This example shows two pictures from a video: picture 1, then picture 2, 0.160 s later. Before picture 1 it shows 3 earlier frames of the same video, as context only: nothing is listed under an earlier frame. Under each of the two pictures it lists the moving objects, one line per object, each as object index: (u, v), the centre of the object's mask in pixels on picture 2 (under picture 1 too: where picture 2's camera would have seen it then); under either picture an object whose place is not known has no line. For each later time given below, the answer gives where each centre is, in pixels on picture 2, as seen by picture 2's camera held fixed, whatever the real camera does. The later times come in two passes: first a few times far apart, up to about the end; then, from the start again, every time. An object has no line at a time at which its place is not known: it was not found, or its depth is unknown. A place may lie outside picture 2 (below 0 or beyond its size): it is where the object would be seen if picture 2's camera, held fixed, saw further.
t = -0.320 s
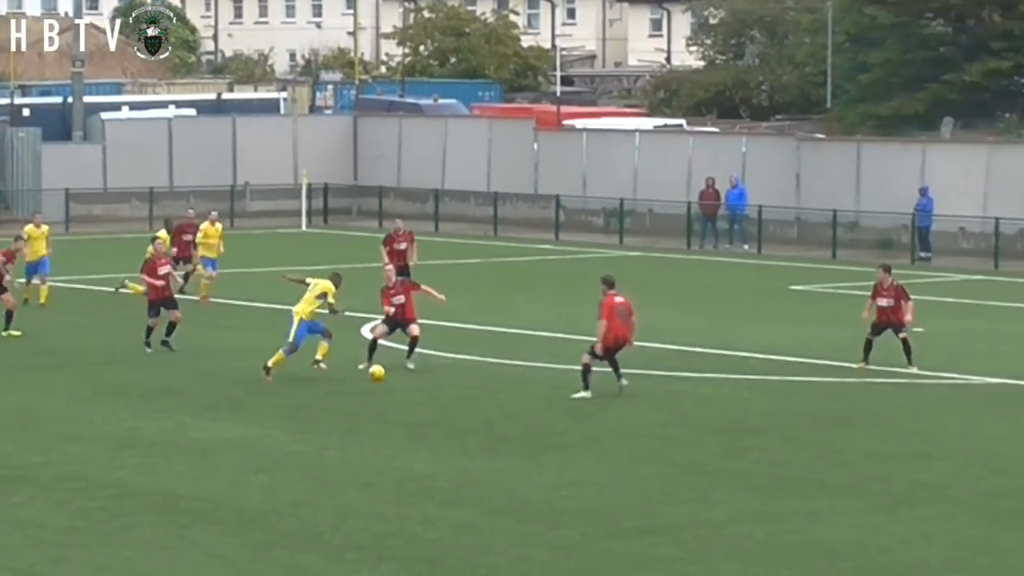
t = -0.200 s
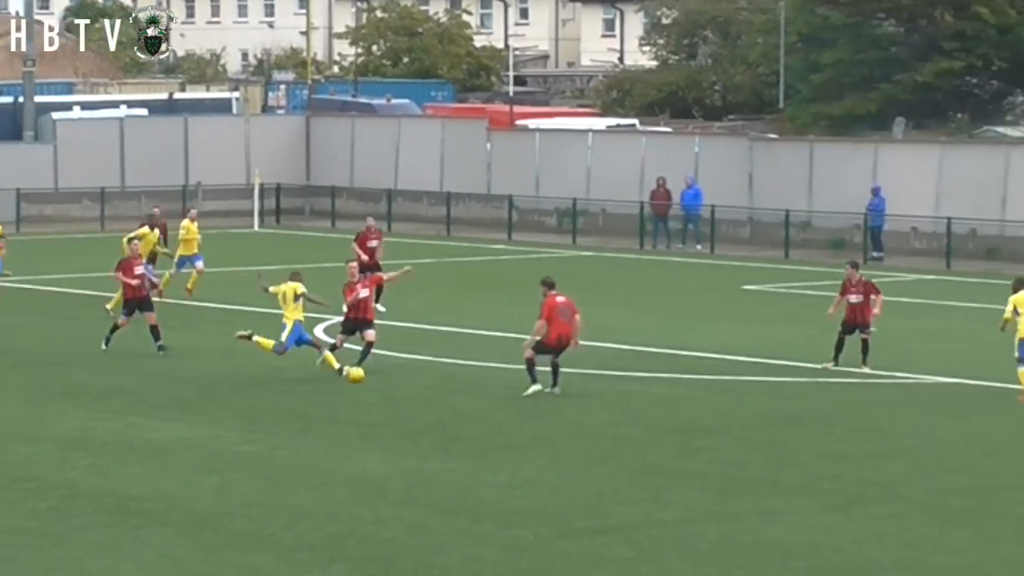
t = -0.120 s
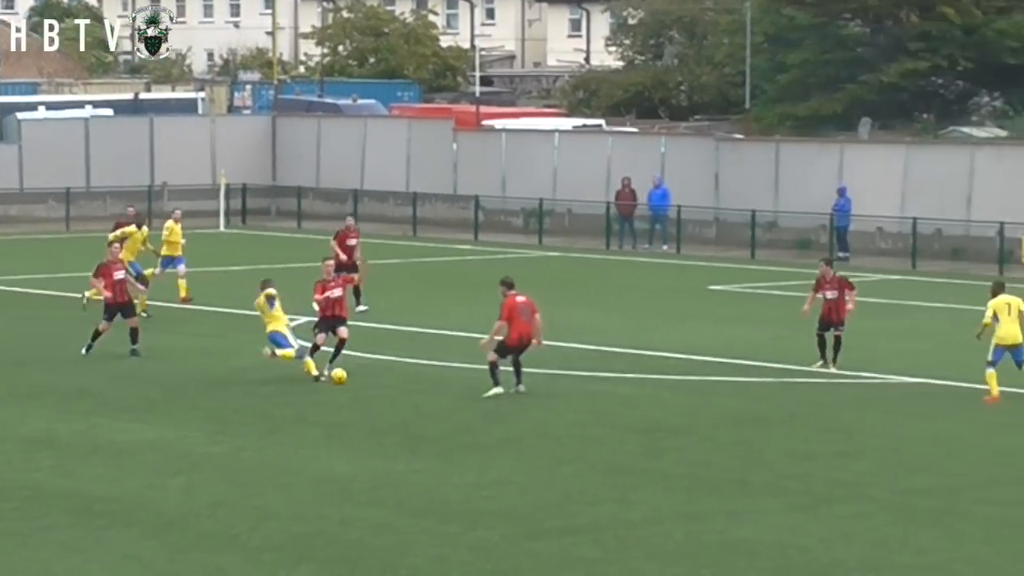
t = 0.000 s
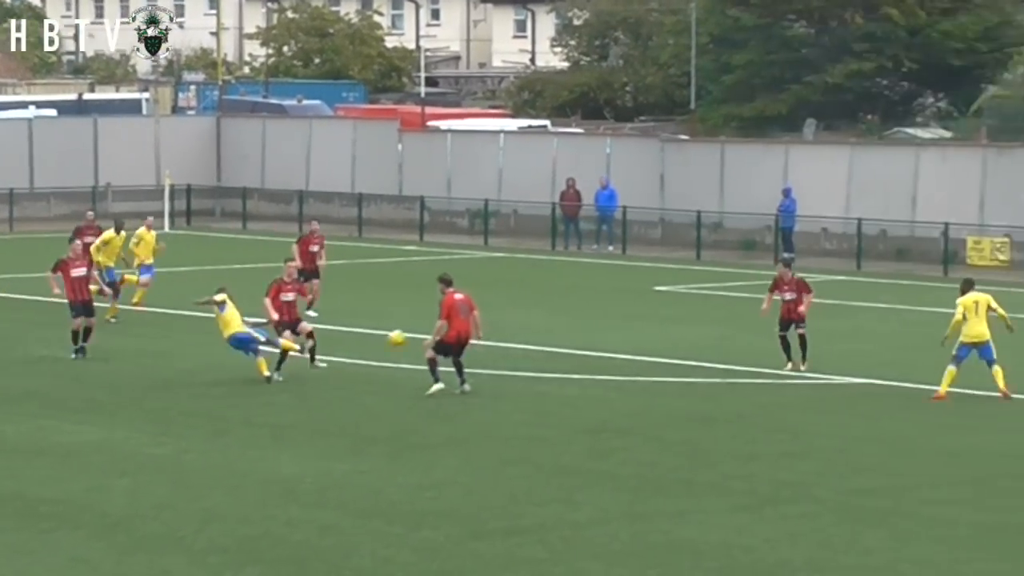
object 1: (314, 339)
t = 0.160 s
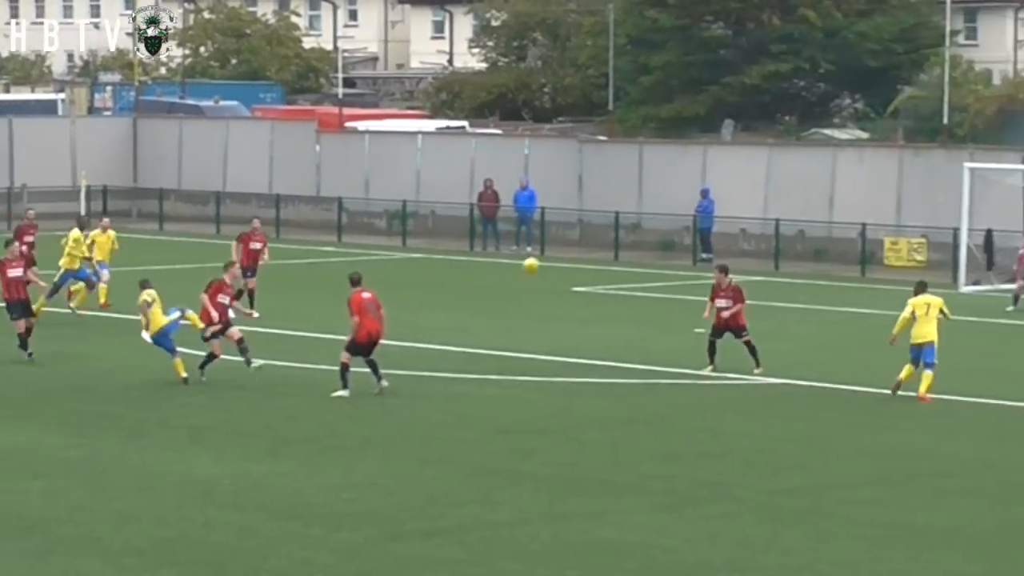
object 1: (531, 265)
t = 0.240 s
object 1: (628, 238)
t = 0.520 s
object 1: (931, 186)
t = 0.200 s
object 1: (581, 250)
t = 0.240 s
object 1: (628, 238)
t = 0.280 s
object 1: (675, 227)
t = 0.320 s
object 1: (720, 218)
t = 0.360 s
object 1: (764, 210)
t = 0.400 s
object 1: (807, 202)
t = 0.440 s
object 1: (850, 195)
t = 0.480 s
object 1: (891, 190)
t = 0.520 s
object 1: (931, 186)
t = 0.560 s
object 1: (971, 183)
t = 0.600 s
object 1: (1010, 181)
